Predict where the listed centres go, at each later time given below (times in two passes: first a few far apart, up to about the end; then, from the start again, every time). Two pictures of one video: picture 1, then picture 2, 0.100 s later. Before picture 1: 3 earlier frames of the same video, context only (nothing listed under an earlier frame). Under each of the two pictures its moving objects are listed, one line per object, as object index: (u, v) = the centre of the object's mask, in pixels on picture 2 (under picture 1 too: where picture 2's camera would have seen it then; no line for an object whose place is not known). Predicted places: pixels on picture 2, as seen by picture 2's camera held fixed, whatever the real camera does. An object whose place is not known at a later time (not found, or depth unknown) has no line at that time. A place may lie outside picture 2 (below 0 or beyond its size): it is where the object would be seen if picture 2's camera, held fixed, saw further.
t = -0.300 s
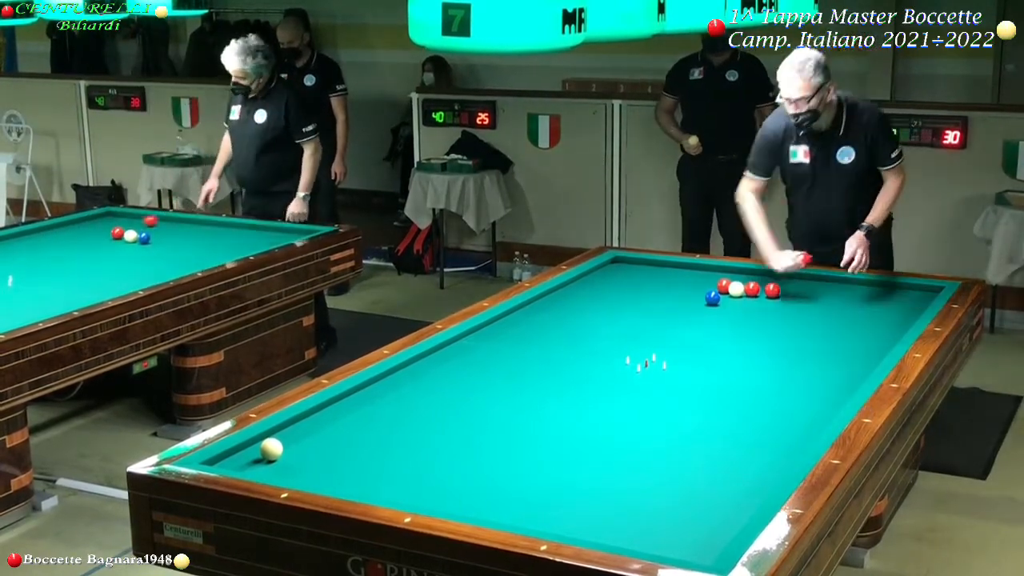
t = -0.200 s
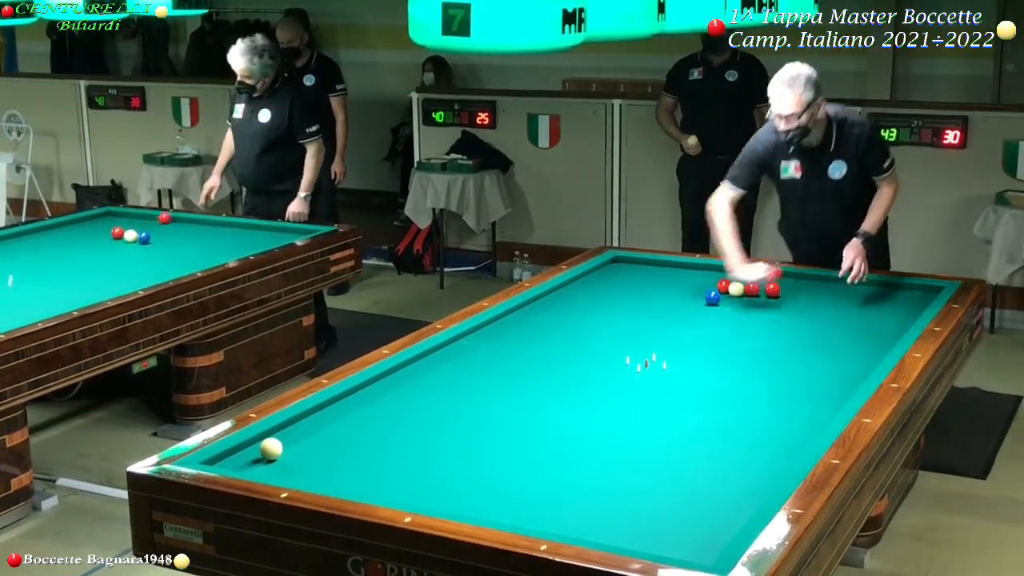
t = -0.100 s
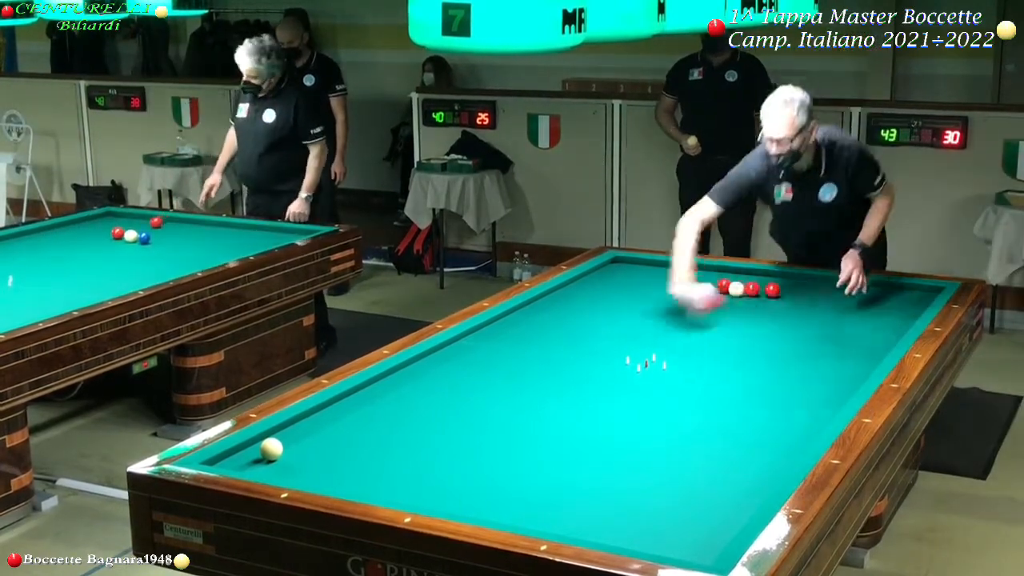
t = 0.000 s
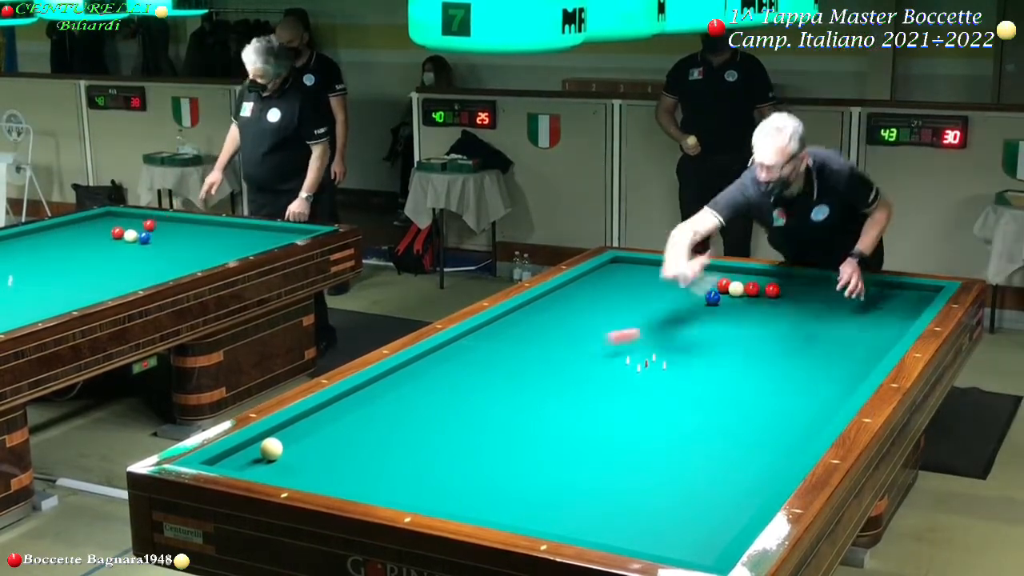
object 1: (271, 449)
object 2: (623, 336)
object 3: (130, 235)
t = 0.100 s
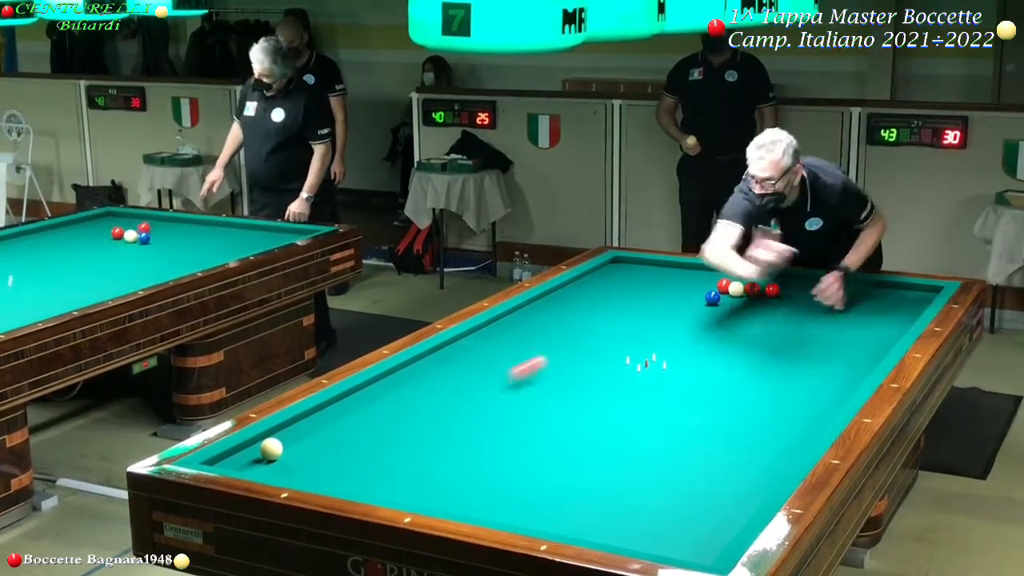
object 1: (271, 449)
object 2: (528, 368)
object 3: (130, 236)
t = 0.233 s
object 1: (271, 449)
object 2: (378, 419)
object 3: (130, 235)
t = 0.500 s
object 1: (332, 475)
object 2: (370, 450)
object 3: (121, 241)
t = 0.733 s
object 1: (494, 475)
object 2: (497, 410)
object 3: (113, 245)
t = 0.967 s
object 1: (632, 476)
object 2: (587, 383)
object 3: (104, 250)
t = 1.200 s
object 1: (766, 477)
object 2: (663, 358)
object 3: (96, 254)
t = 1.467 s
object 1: (704, 438)
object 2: (741, 334)
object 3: (85, 260)
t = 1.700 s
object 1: (668, 411)
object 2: (802, 315)
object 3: (76, 265)
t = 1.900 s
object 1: (646, 391)
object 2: (849, 301)
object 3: (69, 269)
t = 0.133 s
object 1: (271, 449)
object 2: (492, 382)
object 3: (130, 236)
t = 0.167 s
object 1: (271, 449)
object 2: (457, 390)
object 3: (130, 236)
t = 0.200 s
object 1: (271, 449)
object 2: (420, 403)
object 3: (130, 236)
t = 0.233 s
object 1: (271, 449)
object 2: (378, 419)
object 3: (130, 235)
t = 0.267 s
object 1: (271, 449)
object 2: (337, 431)
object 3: (130, 236)
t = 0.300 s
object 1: (267, 448)
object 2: (298, 447)
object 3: (130, 236)
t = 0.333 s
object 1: (242, 451)
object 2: (287, 462)
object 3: (128, 237)
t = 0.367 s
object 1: (252, 459)
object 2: (283, 472)
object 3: (126, 238)
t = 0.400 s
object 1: (266, 466)
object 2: (301, 470)
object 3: (125, 238)
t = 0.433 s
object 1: (285, 473)
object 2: (326, 463)
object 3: (124, 239)
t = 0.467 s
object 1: (307, 475)
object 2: (348, 457)
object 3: (123, 240)
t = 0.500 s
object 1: (332, 475)
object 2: (370, 450)
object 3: (121, 241)
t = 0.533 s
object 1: (357, 475)
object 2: (392, 444)
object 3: (120, 241)
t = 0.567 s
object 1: (381, 475)
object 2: (412, 438)
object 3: (119, 242)
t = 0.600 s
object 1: (404, 475)
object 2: (430, 432)
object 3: (118, 243)
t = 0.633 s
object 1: (428, 475)
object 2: (449, 426)
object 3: (116, 243)
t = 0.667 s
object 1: (450, 476)
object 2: (466, 421)
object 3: (115, 244)
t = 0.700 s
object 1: (472, 475)
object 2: (482, 416)
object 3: (114, 245)
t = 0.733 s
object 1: (494, 475)
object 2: (497, 410)
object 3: (113, 245)
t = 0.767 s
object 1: (515, 475)
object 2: (512, 407)
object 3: (112, 246)
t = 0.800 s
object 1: (535, 475)
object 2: (525, 402)
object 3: (110, 247)
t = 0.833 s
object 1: (556, 475)
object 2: (538, 398)
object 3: (109, 247)
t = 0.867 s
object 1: (574, 475)
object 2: (551, 394)
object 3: (108, 248)
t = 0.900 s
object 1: (594, 475)
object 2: (562, 390)
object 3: (107, 248)
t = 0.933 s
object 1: (614, 476)
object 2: (575, 387)
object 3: (105, 249)
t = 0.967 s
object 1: (632, 476)
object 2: (587, 383)
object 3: (104, 250)
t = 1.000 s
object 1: (651, 476)
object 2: (598, 380)
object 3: (103, 250)
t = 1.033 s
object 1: (671, 476)
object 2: (609, 376)
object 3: (102, 251)
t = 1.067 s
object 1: (690, 476)
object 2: (620, 371)
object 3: (100, 252)
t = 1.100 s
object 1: (709, 477)
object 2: (631, 368)
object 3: (99, 252)
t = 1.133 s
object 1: (729, 477)
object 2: (642, 365)
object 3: (98, 253)
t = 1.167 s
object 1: (748, 477)
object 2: (653, 361)
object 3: (97, 254)
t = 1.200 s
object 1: (766, 477)
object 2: (663, 358)
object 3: (96, 254)
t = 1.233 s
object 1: (768, 473)
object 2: (674, 355)
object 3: (94, 255)
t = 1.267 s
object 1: (758, 468)
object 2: (684, 352)
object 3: (93, 256)
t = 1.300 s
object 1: (747, 463)
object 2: (694, 349)
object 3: (92, 257)
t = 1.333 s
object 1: (737, 457)
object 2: (704, 346)
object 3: (90, 257)
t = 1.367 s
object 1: (727, 452)
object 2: (713, 343)
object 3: (89, 258)
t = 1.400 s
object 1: (719, 448)
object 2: (722, 340)
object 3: (88, 259)
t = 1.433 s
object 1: (711, 443)
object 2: (732, 337)
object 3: (87, 259)
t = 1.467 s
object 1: (704, 438)
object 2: (741, 334)
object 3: (85, 260)
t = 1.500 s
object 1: (697, 434)
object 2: (750, 332)
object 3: (84, 261)
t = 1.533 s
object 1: (691, 429)
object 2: (759, 329)
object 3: (83, 262)
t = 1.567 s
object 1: (686, 425)
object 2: (768, 326)
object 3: (81, 262)
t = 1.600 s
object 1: (681, 422)
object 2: (777, 323)
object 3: (80, 263)
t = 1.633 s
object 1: (677, 418)
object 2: (785, 321)
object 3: (79, 263)
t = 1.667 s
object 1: (672, 415)
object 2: (794, 318)
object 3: (78, 264)
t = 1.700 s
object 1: (668, 411)
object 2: (802, 315)
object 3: (76, 265)
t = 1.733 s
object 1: (664, 408)
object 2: (810, 313)
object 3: (75, 266)
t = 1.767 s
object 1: (661, 404)
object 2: (819, 310)
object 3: (74, 266)
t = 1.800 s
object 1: (657, 401)
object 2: (827, 308)
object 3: (73, 267)
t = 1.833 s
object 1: (653, 397)
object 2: (834, 306)
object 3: (71, 268)
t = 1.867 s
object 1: (650, 394)
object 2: (842, 303)
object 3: (70, 268)
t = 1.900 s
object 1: (646, 391)
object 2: (849, 301)
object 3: (69, 269)
